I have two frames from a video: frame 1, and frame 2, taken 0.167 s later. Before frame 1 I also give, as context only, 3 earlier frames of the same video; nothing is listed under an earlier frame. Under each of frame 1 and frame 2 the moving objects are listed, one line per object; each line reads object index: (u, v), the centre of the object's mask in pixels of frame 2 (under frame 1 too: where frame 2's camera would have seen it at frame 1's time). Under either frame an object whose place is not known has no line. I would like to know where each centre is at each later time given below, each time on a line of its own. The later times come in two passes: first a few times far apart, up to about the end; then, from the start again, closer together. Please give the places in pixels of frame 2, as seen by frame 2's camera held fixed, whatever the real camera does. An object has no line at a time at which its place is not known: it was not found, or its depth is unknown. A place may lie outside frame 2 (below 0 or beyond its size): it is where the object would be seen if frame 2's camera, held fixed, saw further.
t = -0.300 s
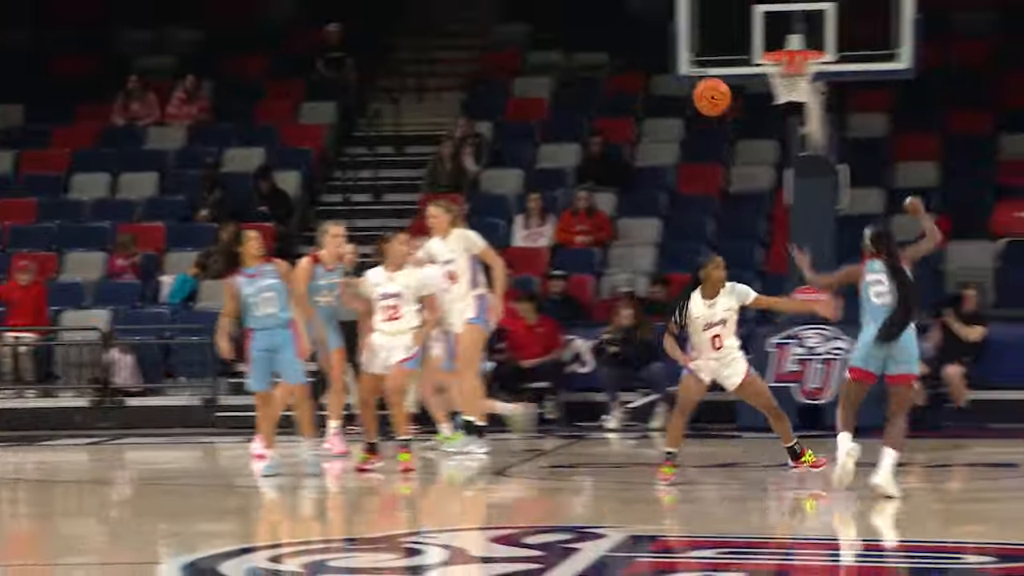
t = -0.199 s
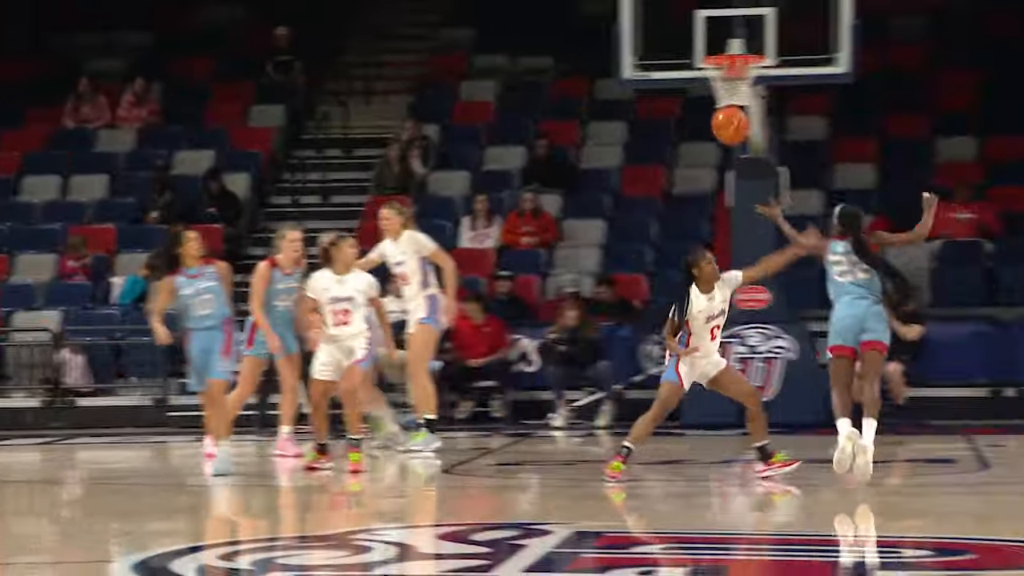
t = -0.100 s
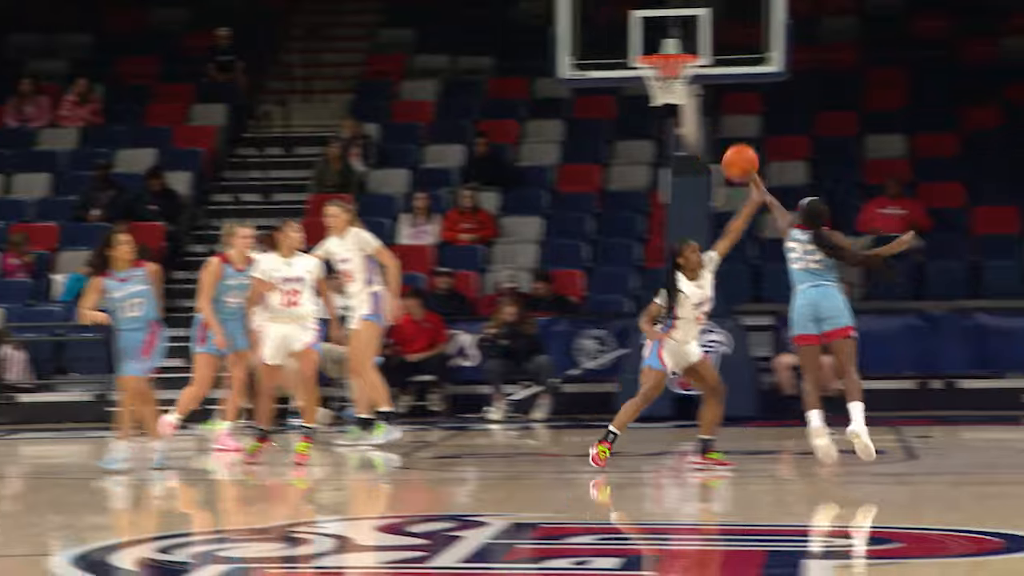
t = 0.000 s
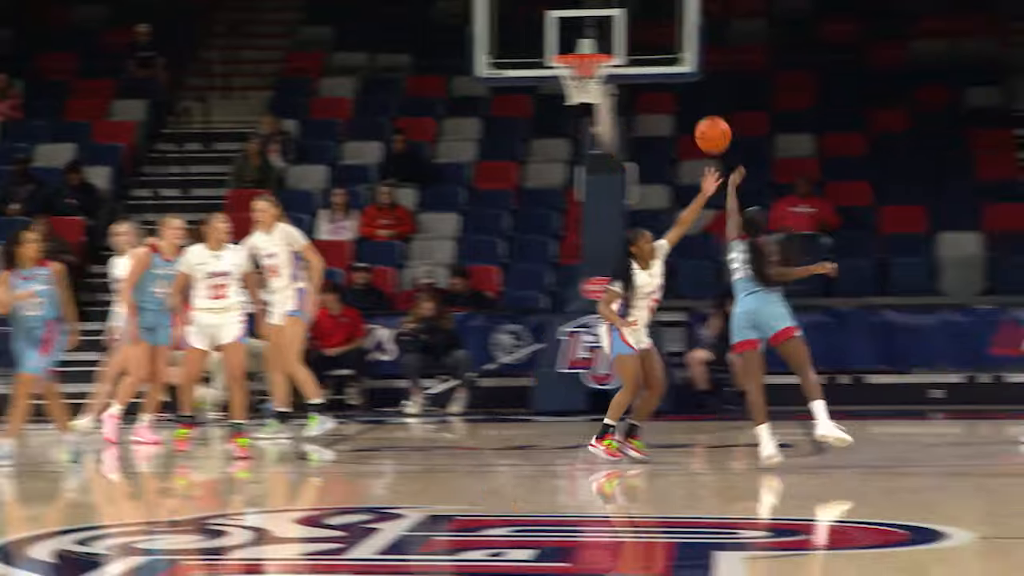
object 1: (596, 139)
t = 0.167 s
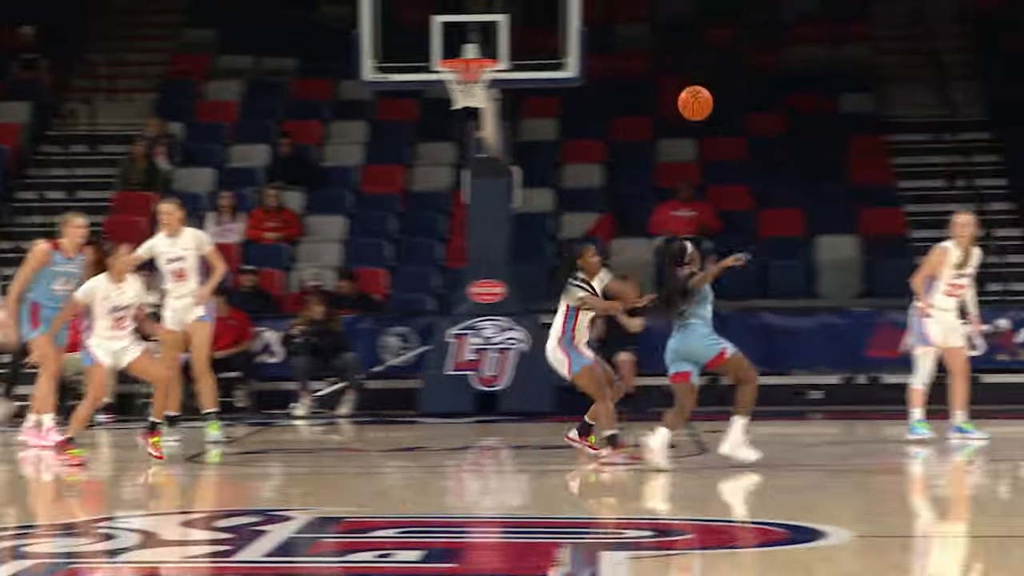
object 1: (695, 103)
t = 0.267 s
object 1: (754, 100)
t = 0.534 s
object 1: (909, 161)
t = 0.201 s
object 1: (715, 101)
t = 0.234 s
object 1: (735, 100)
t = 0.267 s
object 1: (754, 100)
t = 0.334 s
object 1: (793, 105)
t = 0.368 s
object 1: (812, 111)
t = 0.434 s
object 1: (850, 126)
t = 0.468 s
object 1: (869, 136)
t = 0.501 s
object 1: (889, 148)
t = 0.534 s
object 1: (909, 161)
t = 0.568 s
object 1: (927, 175)
